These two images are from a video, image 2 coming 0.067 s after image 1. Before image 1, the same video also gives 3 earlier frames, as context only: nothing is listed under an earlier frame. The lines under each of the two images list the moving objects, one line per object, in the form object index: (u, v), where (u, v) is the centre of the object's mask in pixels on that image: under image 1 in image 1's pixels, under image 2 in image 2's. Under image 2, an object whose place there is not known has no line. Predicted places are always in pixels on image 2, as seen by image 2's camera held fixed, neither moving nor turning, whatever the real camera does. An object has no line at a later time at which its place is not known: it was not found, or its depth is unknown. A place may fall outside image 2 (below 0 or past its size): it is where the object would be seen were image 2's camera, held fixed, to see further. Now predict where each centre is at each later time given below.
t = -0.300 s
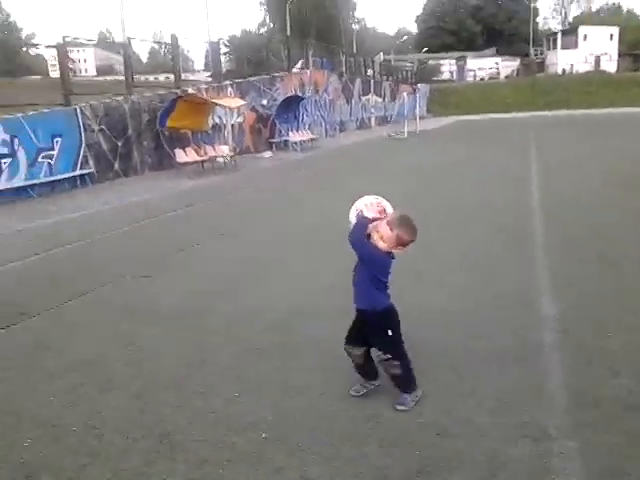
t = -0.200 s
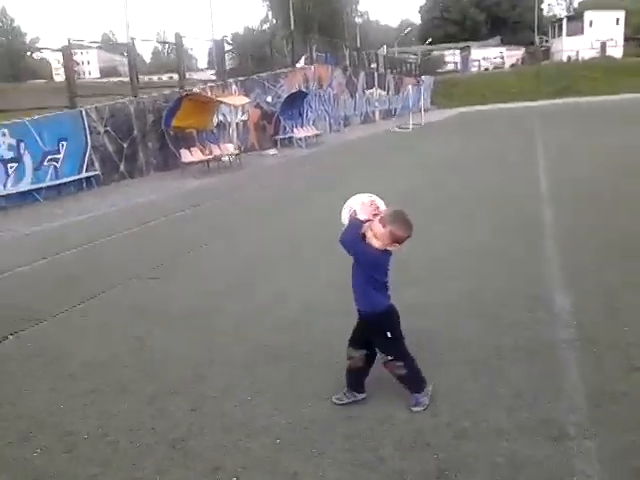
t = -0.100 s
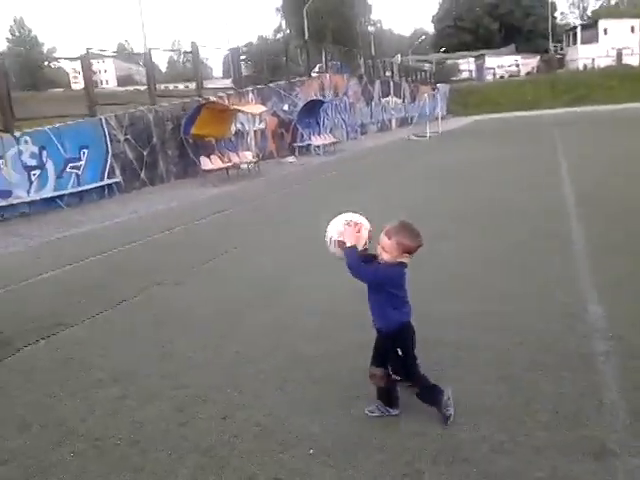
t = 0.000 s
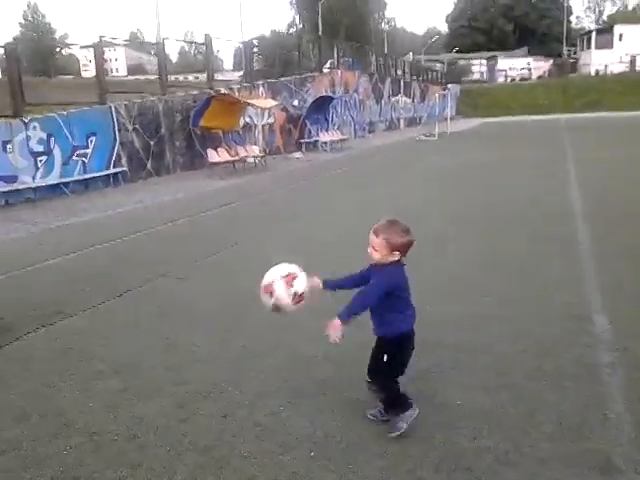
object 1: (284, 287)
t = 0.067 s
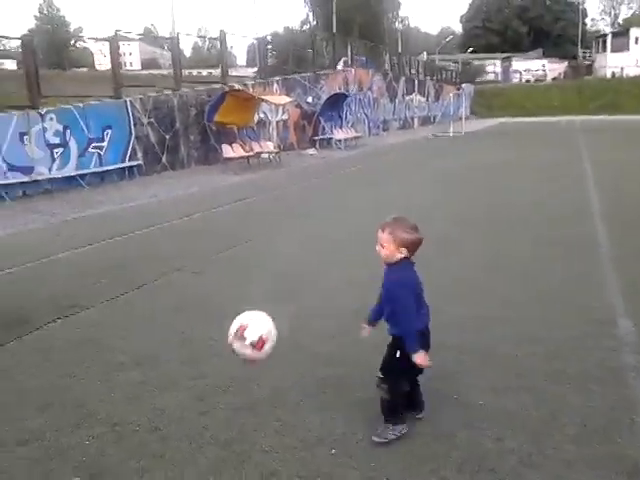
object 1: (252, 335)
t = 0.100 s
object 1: (227, 364)
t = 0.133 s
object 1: (201, 395)
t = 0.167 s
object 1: (177, 415)
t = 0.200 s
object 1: (157, 396)
